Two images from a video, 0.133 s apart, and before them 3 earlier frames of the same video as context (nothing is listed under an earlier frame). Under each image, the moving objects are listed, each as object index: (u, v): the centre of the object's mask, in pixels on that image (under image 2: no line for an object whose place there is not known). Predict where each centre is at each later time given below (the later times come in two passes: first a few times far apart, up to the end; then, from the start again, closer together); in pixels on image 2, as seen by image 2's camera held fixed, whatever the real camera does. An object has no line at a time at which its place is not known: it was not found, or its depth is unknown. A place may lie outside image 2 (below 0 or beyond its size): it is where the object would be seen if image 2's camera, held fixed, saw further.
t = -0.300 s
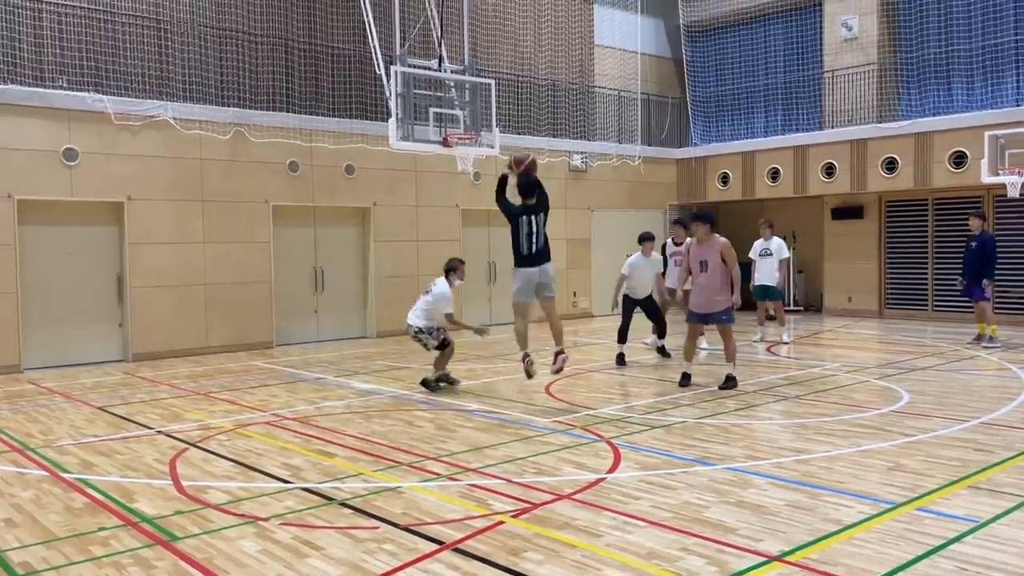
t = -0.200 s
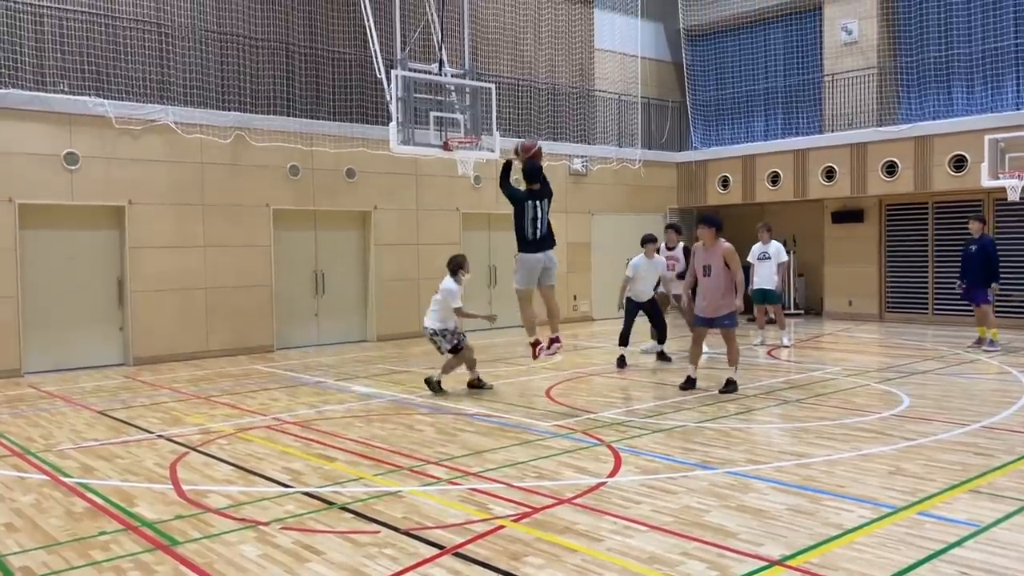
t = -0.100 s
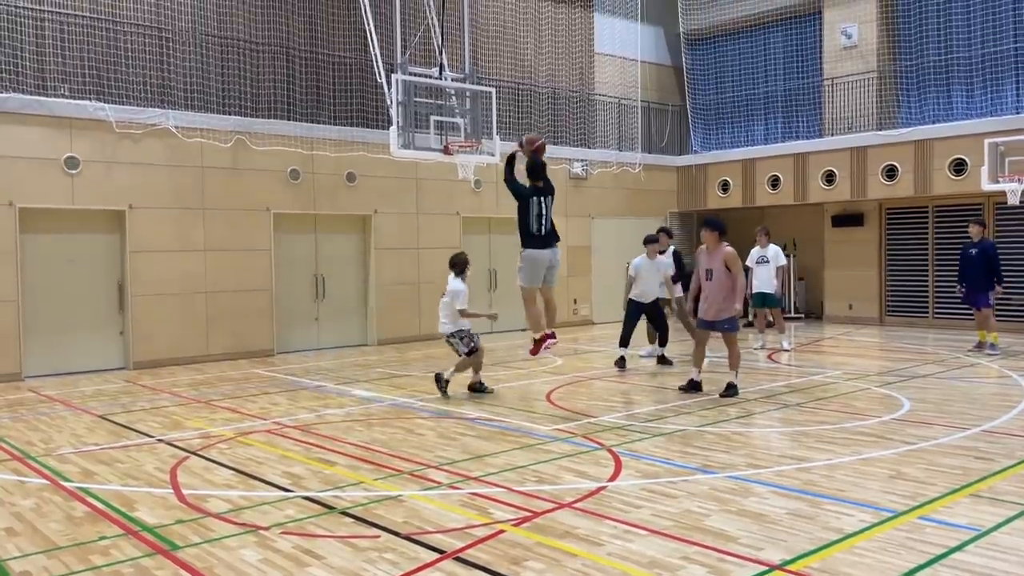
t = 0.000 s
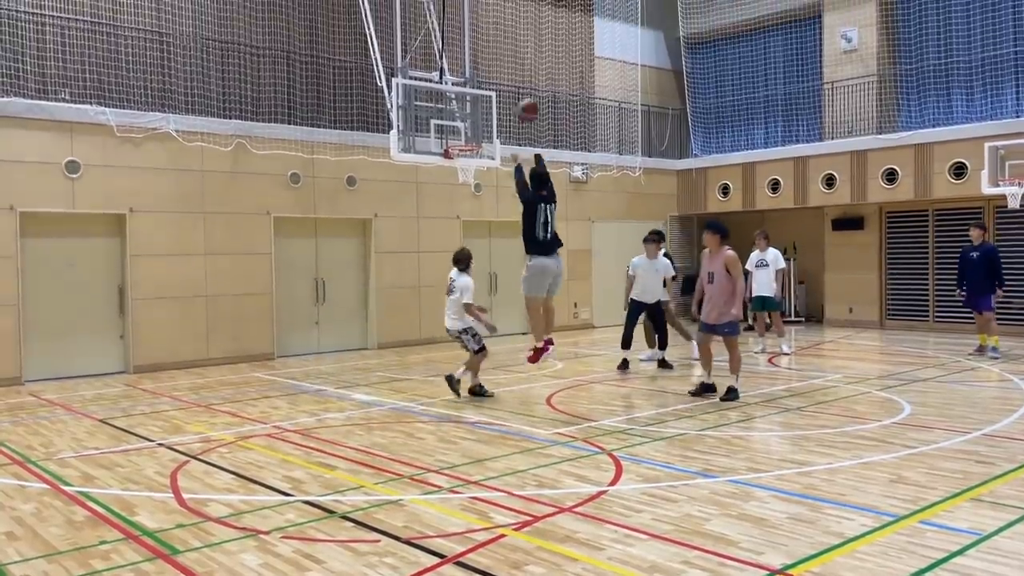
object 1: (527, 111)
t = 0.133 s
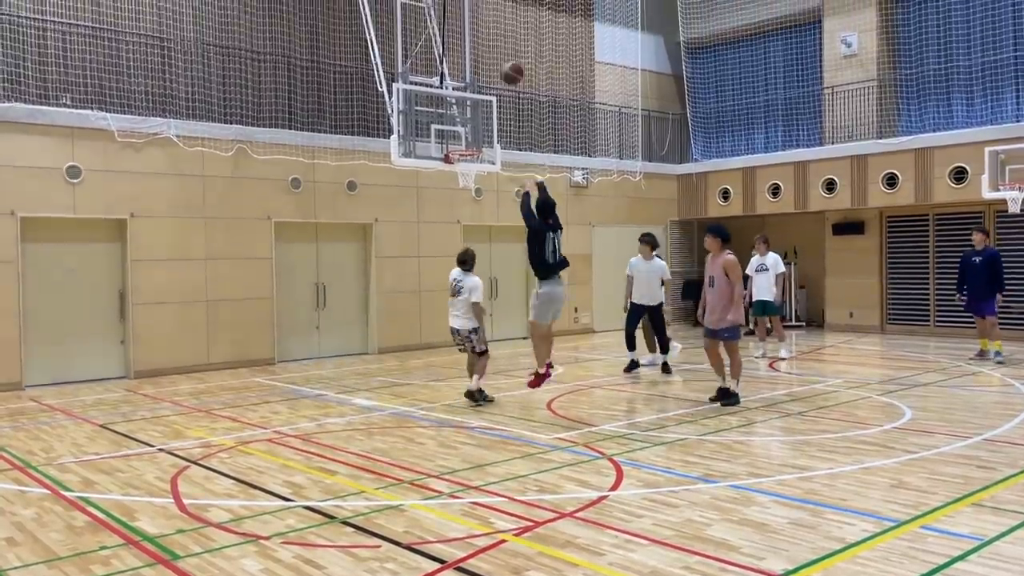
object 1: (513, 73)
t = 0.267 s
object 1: (501, 52)
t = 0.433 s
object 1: (488, 49)
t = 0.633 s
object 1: (475, 71)
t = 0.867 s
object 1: (463, 132)
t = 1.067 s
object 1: (460, 122)
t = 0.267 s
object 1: (501, 52)
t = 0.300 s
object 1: (498, 50)
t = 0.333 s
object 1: (495, 49)
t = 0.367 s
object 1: (493, 47)
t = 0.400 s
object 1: (491, 47)
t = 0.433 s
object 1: (488, 49)
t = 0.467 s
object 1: (485, 51)
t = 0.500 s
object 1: (484, 53)
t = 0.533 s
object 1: (482, 57)
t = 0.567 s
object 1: (480, 62)
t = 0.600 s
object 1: (478, 68)
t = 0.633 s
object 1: (475, 71)
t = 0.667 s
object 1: (474, 79)
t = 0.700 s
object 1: (472, 87)
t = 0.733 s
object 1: (468, 94)
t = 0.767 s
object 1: (465, 103)
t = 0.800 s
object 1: (467, 112)
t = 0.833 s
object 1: (465, 122)
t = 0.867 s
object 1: (463, 132)
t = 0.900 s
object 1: (463, 142)
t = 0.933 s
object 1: (463, 139)
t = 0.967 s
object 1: (462, 133)
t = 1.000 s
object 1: (461, 128)
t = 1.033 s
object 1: (460, 124)
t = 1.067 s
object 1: (460, 122)
